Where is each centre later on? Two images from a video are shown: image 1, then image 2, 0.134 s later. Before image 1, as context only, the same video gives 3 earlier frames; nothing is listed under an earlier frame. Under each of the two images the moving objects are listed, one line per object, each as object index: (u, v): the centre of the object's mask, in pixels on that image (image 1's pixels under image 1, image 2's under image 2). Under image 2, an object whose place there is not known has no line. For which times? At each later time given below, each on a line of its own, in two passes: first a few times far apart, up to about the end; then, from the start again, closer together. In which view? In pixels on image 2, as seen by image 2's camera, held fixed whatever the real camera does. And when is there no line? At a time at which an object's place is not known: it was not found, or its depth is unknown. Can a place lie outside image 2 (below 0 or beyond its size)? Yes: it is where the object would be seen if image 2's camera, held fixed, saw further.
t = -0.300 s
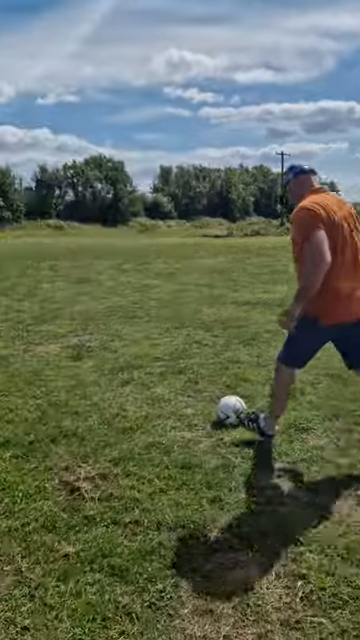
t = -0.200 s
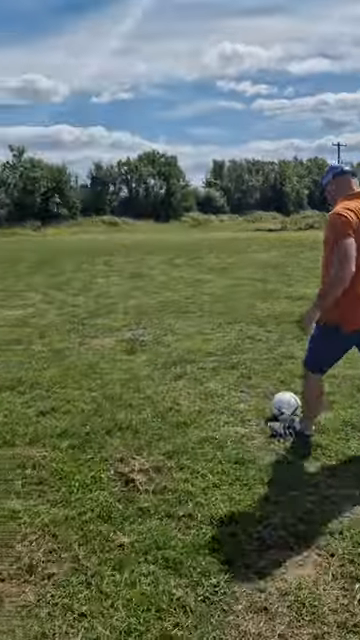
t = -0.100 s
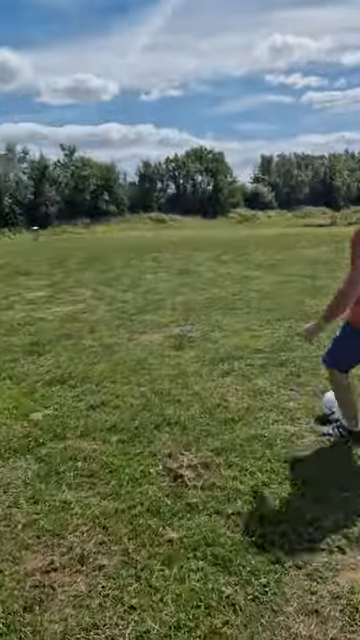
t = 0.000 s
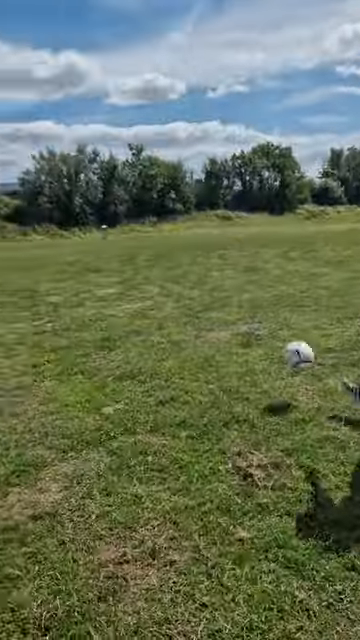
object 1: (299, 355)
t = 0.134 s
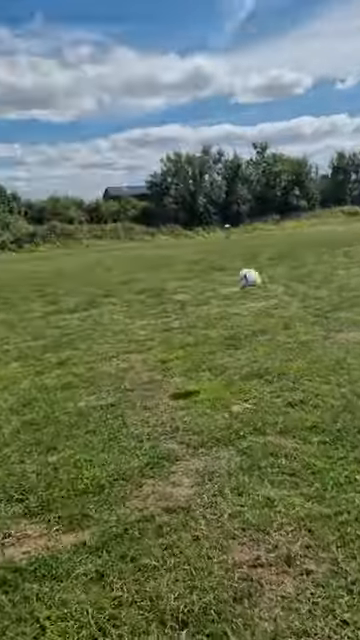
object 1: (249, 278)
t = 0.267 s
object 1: (137, 243)
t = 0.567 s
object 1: (-2, 229)
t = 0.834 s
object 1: (-74, 248)
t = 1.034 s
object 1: (-111, 272)
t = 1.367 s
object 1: (-151, 293)
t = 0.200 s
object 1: (186, 257)
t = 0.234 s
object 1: (160, 248)
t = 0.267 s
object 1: (137, 243)
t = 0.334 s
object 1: (97, 234)
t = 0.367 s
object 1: (79, 232)
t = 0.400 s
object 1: (63, 230)
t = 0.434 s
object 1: (49, 228)
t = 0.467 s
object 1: (34, 228)
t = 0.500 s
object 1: (22, 227)
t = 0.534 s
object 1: (10, 227)
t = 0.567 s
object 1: (-2, 229)
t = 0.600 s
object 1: (-13, 230)
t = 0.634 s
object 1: (-23, 232)
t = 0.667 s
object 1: (-32, 234)
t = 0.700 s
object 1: (-42, 236)
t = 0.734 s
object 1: (-50, 238)
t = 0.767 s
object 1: (-58, 242)
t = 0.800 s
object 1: (-66, 245)
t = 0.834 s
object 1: (-74, 248)
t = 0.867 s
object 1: (-81, 252)
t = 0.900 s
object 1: (-87, 255)
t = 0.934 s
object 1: (-93, 259)
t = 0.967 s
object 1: (-99, 262)
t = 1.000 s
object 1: (-105, 268)
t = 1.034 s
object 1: (-111, 272)
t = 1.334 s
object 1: (-149, 297)
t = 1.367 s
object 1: (-151, 293)
